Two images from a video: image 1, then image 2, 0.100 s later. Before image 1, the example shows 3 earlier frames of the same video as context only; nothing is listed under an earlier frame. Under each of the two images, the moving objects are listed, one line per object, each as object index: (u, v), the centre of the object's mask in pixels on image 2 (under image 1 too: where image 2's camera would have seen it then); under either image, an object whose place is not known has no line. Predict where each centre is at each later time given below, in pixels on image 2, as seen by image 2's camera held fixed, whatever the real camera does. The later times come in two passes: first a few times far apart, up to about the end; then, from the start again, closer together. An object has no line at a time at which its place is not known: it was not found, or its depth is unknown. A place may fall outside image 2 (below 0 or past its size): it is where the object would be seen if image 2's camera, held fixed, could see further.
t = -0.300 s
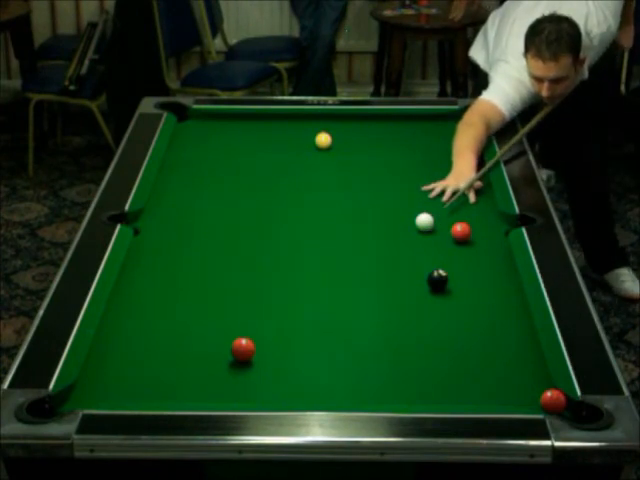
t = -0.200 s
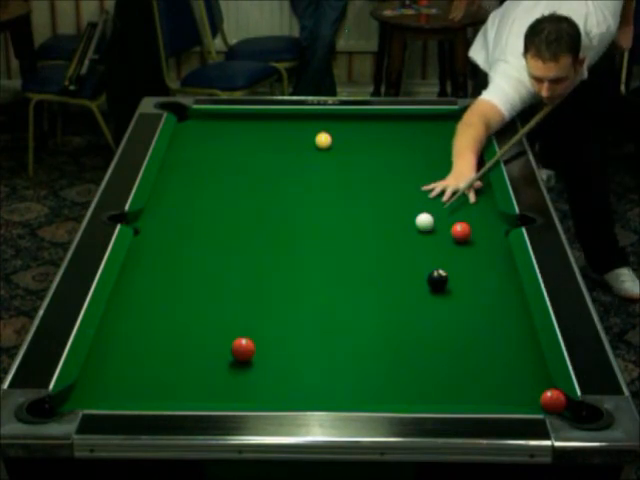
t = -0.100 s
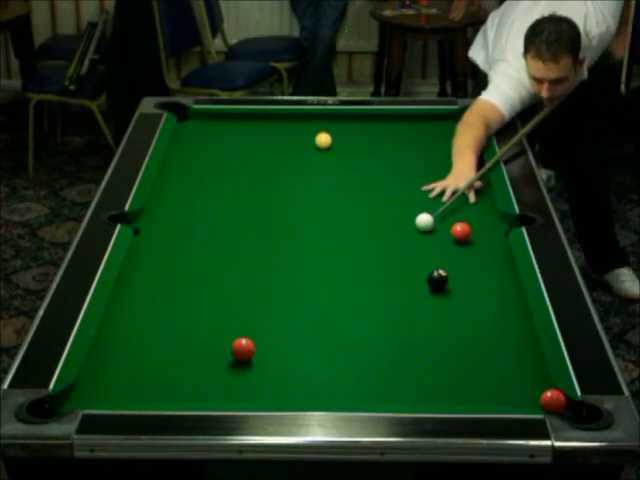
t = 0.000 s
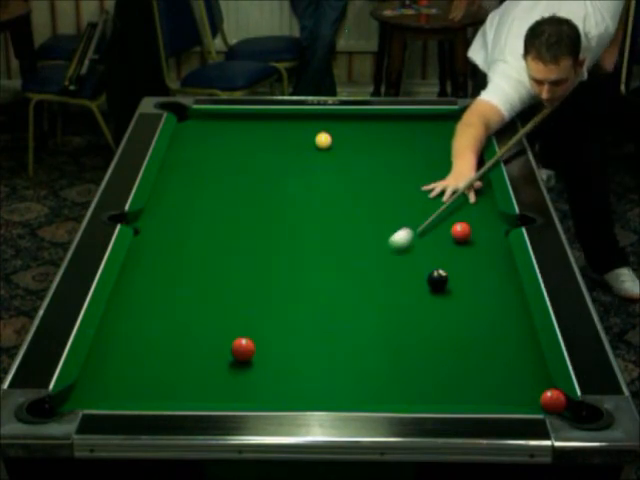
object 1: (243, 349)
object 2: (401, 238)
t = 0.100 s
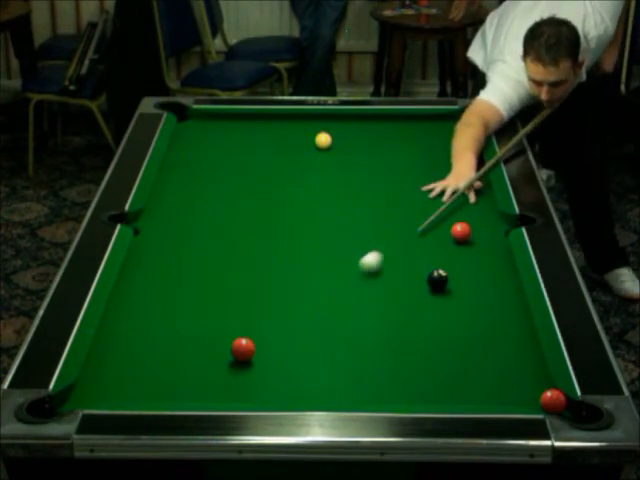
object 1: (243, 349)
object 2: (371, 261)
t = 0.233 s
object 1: (243, 349)
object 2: (337, 287)
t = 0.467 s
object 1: (243, 349)
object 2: (280, 331)
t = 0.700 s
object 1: (198, 361)
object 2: (274, 365)
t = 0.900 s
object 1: (152, 373)
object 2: (282, 389)
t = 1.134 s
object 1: (99, 388)
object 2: (293, 388)
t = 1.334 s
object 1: (64, 403)
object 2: (302, 372)
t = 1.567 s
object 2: (311, 355)
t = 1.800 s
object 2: (319, 340)
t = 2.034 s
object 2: (325, 326)
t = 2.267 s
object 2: (331, 315)
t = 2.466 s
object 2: (335, 306)
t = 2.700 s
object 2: (340, 297)
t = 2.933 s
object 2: (343, 289)
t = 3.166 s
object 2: (347, 283)
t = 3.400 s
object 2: (349, 277)
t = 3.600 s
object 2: (351, 274)
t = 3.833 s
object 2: (352, 270)
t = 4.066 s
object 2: (354, 269)
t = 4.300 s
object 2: (356, 268)
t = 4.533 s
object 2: (356, 268)
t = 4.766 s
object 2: (356, 268)
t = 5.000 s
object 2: (356, 268)
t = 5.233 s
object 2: (356, 268)
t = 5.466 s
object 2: (356, 268)
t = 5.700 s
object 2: (356, 268)
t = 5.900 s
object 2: (356, 268)
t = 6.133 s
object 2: (356, 268)
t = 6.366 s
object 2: (356, 267)
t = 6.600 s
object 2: (356, 268)
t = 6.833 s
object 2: (356, 268)
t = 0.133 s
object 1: (243, 349)
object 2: (362, 268)
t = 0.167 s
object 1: (243, 349)
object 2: (353, 274)
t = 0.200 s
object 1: (243, 349)
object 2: (345, 281)
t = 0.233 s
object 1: (243, 349)
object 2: (337, 287)
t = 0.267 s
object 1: (243, 349)
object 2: (329, 293)
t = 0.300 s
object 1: (243, 349)
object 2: (321, 299)
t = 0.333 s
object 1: (243, 349)
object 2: (313, 305)
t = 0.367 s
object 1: (243, 349)
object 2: (305, 311)
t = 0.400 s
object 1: (243, 349)
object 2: (297, 318)
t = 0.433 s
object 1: (243, 349)
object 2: (288, 324)
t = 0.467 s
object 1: (243, 349)
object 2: (280, 331)
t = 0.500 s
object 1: (243, 349)
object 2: (271, 337)
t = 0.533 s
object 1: (240, 349)
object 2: (265, 345)
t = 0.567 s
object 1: (230, 352)
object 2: (268, 349)
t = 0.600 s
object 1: (221, 354)
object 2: (270, 353)
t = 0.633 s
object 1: (214, 356)
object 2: (271, 357)
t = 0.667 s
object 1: (206, 358)
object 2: (273, 361)
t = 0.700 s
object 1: (198, 361)
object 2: (274, 365)
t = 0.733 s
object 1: (191, 363)
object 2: (275, 369)
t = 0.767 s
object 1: (183, 365)
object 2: (277, 374)
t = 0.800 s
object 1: (175, 367)
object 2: (278, 378)
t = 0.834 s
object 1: (167, 369)
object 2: (279, 383)
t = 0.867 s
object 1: (159, 371)
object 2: (280, 387)
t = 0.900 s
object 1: (152, 373)
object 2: (282, 389)
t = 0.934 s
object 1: (144, 375)
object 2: (284, 392)
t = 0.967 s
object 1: (137, 377)
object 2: (285, 396)
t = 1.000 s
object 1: (129, 379)
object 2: (287, 397)
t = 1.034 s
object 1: (121, 381)
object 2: (289, 394)
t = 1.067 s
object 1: (114, 384)
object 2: (290, 392)
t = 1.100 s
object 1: (107, 386)
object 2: (292, 389)
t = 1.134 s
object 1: (99, 388)
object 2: (293, 388)
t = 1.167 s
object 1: (91, 390)
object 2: (295, 385)
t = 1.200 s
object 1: (83, 392)
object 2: (296, 383)
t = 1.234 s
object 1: (76, 394)
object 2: (298, 380)
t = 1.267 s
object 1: (71, 397)
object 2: (299, 377)
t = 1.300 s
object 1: (68, 399)
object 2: (300, 375)
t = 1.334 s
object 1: (64, 403)
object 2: (302, 372)
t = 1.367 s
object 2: (303, 370)
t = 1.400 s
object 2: (305, 367)
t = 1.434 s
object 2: (306, 364)
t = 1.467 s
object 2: (307, 362)
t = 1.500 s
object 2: (308, 359)
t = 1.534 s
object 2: (310, 357)
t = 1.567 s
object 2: (311, 355)
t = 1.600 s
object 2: (312, 353)
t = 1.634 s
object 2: (313, 350)
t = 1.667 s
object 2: (314, 349)
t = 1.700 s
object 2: (315, 346)
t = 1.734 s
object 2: (316, 344)
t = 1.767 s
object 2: (318, 342)
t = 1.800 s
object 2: (319, 340)
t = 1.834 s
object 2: (320, 338)
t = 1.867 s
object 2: (321, 335)
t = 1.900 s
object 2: (322, 334)
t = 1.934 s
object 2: (323, 332)
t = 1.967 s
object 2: (323, 330)
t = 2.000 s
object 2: (324, 329)
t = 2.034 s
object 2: (325, 326)
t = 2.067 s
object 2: (326, 324)
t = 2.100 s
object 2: (327, 323)
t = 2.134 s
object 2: (328, 321)
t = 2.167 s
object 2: (329, 319)
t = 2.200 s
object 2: (330, 318)
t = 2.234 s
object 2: (330, 316)
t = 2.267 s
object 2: (331, 315)
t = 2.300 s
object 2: (332, 313)
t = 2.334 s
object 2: (332, 312)
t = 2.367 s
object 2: (333, 310)
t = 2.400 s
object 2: (334, 309)
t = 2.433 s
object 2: (335, 307)
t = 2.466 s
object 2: (335, 306)
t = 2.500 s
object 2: (336, 304)
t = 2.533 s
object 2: (337, 303)
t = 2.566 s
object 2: (337, 302)
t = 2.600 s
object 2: (338, 300)
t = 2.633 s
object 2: (339, 299)
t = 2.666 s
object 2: (339, 298)
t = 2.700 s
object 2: (340, 297)
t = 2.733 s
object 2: (340, 296)
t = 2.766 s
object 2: (341, 295)
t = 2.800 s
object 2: (342, 293)
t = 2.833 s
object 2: (342, 292)
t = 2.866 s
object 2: (342, 291)
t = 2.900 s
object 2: (343, 290)
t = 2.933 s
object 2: (343, 289)
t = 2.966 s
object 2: (344, 288)
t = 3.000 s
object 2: (344, 287)
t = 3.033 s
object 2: (345, 286)
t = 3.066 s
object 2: (345, 285)
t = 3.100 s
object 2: (346, 285)
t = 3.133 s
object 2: (346, 284)
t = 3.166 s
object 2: (347, 283)
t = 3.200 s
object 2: (347, 282)
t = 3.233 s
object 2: (347, 281)
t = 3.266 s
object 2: (348, 281)
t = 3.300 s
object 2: (348, 280)
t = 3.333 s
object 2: (348, 279)
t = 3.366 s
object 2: (349, 278)
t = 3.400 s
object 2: (349, 277)
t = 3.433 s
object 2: (349, 277)
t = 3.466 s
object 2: (349, 276)
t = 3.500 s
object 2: (350, 276)
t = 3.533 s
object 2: (350, 275)
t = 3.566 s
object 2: (350, 274)
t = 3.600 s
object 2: (351, 274)
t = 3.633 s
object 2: (351, 273)
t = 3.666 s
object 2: (351, 273)
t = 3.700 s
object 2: (351, 272)
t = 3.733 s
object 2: (351, 272)
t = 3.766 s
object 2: (352, 271)
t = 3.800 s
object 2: (352, 271)
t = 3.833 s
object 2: (352, 270)
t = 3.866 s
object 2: (352, 270)
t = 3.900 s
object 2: (353, 270)
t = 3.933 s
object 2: (353, 270)
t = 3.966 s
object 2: (354, 270)
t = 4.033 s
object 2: (354, 269)
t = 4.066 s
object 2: (354, 269)
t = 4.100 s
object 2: (354, 269)
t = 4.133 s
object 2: (354, 269)
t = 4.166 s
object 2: (354, 268)
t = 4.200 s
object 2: (355, 268)
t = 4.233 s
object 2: (355, 268)
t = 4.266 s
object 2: (355, 268)
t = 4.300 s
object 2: (356, 268)
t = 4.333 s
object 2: (356, 268)
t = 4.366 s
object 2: (356, 268)
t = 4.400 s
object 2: (356, 268)
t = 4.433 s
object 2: (356, 268)
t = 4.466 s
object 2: (356, 268)
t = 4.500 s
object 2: (356, 268)
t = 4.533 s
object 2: (356, 268)
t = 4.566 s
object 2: (356, 268)
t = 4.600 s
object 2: (356, 268)
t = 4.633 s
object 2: (356, 268)
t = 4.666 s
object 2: (356, 268)
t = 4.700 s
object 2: (356, 268)
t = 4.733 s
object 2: (356, 268)
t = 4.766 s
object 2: (356, 268)
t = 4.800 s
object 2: (356, 268)
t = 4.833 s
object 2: (356, 268)
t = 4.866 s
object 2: (356, 268)
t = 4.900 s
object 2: (356, 268)
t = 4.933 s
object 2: (356, 268)
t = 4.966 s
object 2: (356, 268)
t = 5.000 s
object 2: (356, 268)
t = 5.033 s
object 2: (356, 268)
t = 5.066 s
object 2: (356, 268)
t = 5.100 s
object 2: (356, 268)
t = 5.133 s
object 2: (356, 268)
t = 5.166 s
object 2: (356, 268)
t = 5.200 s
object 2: (356, 268)
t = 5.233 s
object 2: (356, 268)
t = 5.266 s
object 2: (356, 268)
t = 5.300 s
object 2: (356, 268)
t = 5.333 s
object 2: (356, 268)
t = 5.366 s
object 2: (356, 268)
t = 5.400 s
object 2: (356, 268)
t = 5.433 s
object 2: (356, 268)
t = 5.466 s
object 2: (356, 268)
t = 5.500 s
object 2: (356, 268)
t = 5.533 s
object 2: (356, 268)
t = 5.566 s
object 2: (356, 268)
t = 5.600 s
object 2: (356, 268)
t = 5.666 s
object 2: (356, 268)
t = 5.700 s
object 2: (356, 268)
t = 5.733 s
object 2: (356, 268)
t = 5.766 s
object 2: (356, 268)
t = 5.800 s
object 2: (356, 268)
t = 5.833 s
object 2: (356, 268)
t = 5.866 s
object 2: (356, 268)
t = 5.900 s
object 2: (356, 268)
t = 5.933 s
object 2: (356, 268)
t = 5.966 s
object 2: (356, 268)
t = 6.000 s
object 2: (356, 268)
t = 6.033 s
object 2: (356, 268)
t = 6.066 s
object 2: (356, 268)
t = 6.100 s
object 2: (356, 268)
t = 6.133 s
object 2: (356, 268)
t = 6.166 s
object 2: (356, 268)
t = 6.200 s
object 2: (356, 268)
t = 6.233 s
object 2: (356, 268)
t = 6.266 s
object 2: (356, 268)
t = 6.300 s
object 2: (356, 268)
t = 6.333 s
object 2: (356, 268)
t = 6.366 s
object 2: (356, 267)
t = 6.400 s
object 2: (356, 267)
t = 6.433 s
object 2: (356, 268)
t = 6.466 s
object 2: (356, 267)
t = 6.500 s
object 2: (356, 268)
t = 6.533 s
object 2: (356, 267)
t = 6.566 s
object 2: (356, 268)
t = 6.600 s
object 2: (356, 268)
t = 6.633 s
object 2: (356, 267)
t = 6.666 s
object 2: (356, 267)
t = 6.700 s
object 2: (356, 268)
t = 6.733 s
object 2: (356, 268)
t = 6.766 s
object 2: (356, 268)
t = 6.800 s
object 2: (356, 267)
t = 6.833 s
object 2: (356, 268)
